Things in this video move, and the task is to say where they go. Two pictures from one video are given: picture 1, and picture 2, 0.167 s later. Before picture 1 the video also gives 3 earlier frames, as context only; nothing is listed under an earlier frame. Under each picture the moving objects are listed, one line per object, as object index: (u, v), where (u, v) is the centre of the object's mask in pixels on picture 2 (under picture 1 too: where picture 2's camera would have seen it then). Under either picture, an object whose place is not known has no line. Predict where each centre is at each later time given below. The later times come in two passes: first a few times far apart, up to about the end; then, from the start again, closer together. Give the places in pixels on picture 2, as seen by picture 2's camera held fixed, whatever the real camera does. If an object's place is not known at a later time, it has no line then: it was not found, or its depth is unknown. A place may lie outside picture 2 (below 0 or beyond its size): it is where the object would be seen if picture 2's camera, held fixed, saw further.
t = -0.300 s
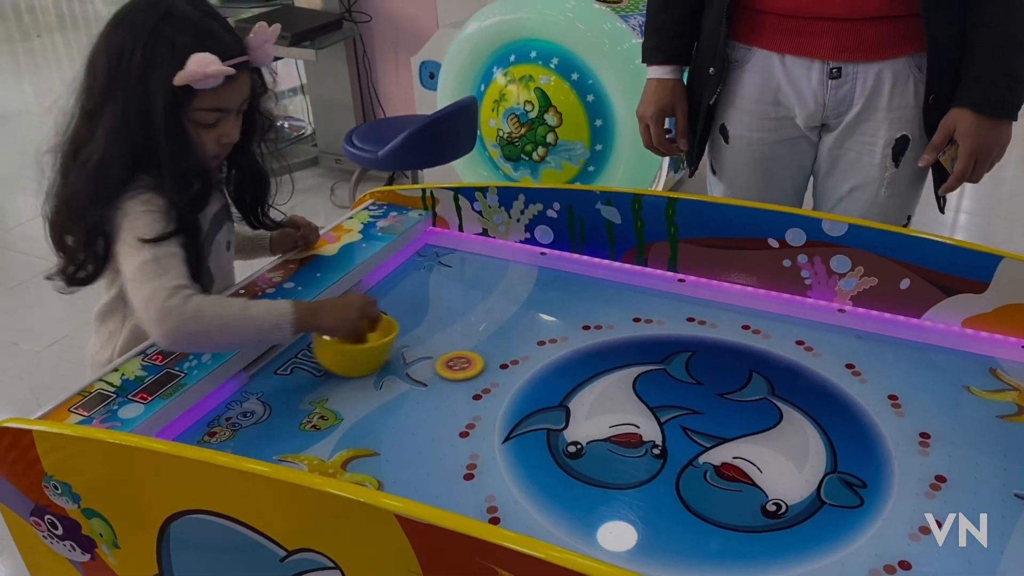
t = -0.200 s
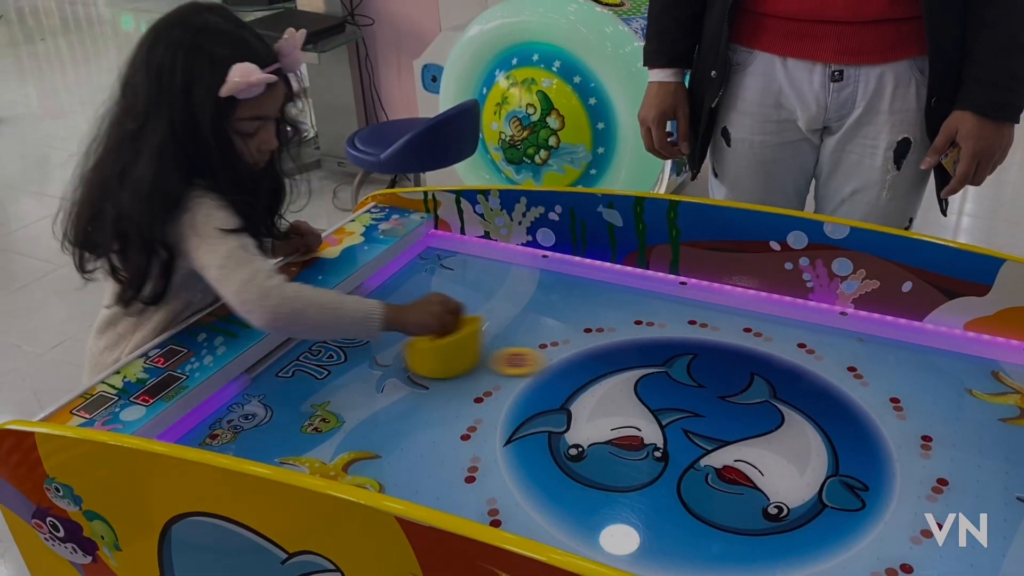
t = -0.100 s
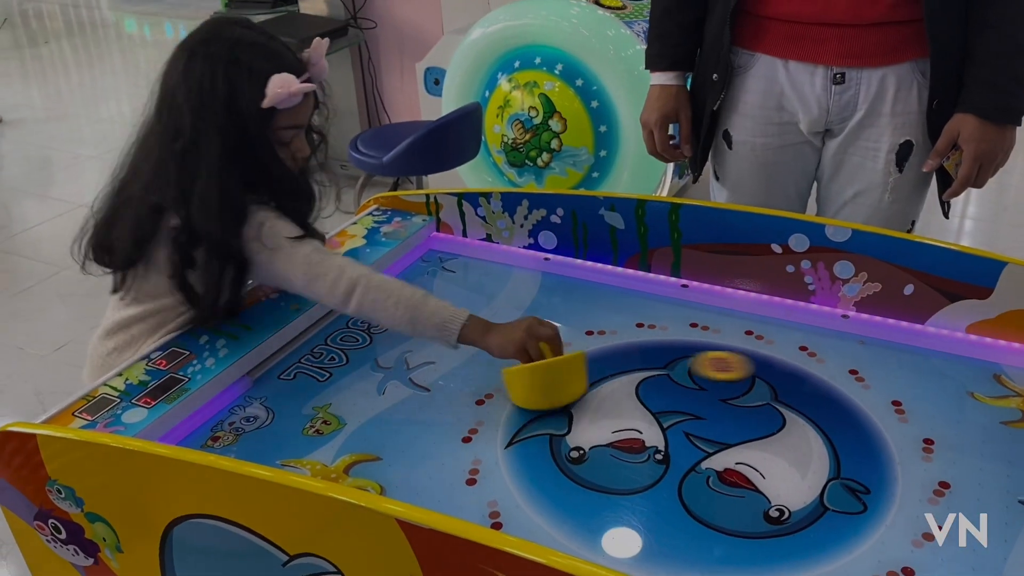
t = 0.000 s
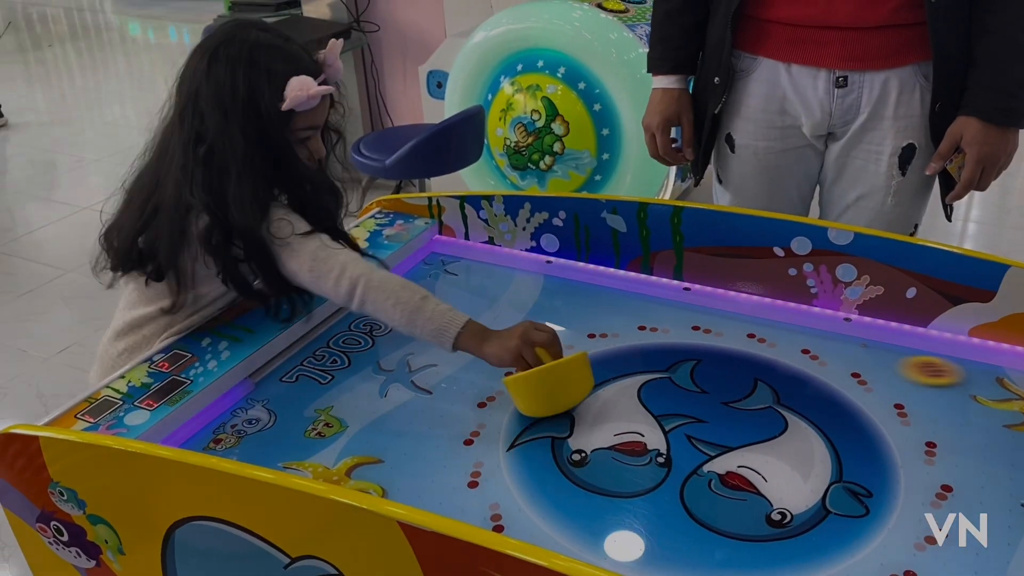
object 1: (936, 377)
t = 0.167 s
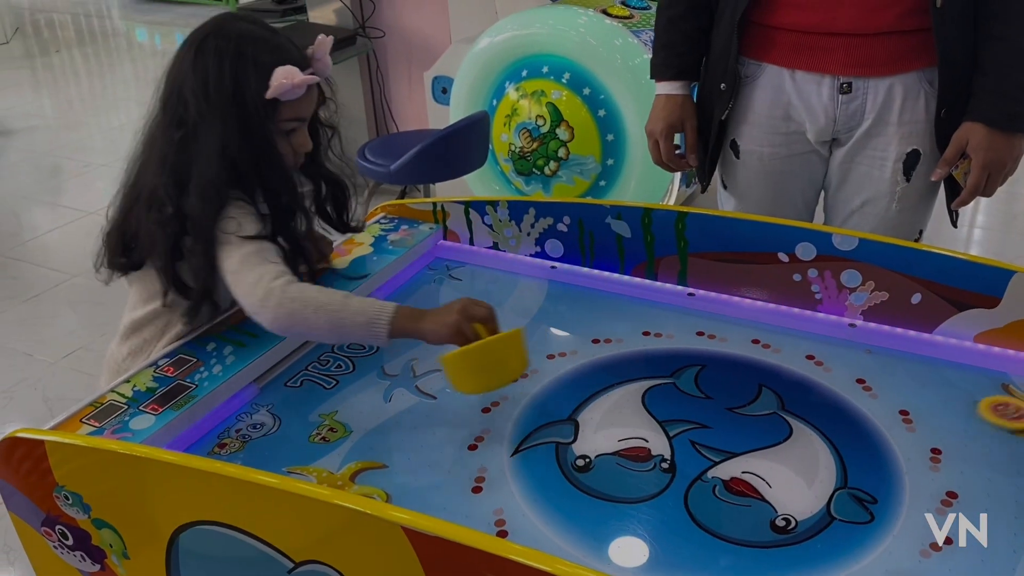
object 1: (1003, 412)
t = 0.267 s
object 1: (934, 441)
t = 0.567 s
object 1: (674, 538)
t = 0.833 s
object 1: (518, 526)
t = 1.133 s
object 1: (485, 422)
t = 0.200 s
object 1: (985, 422)
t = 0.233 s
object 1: (959, 431)
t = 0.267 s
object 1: (934, 441)
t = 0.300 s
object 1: (909, 451)
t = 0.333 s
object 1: (881, 461)
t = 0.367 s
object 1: (854, 471)
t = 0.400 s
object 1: (827, 482)
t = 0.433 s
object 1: (797, 493)
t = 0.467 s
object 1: (767, 504)
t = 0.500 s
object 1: (737, 515)
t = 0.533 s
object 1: (706, 527)
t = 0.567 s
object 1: (674, 538)
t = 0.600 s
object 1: (641, 544)
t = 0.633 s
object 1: (603, 550)
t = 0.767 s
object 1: (533, 544)
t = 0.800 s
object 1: (525, 536)
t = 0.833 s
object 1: (518, 526)
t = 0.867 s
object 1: (512, 516)
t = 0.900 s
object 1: (508, 503)
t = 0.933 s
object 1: (505, 490)
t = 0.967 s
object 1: (501, 477)
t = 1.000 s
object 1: (497, 465)
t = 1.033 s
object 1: (494, 453)
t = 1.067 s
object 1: (491, 442)
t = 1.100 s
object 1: (488, 432)
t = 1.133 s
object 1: (485, 422)
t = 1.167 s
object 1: (482, 412)
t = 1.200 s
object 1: (479, 403)
